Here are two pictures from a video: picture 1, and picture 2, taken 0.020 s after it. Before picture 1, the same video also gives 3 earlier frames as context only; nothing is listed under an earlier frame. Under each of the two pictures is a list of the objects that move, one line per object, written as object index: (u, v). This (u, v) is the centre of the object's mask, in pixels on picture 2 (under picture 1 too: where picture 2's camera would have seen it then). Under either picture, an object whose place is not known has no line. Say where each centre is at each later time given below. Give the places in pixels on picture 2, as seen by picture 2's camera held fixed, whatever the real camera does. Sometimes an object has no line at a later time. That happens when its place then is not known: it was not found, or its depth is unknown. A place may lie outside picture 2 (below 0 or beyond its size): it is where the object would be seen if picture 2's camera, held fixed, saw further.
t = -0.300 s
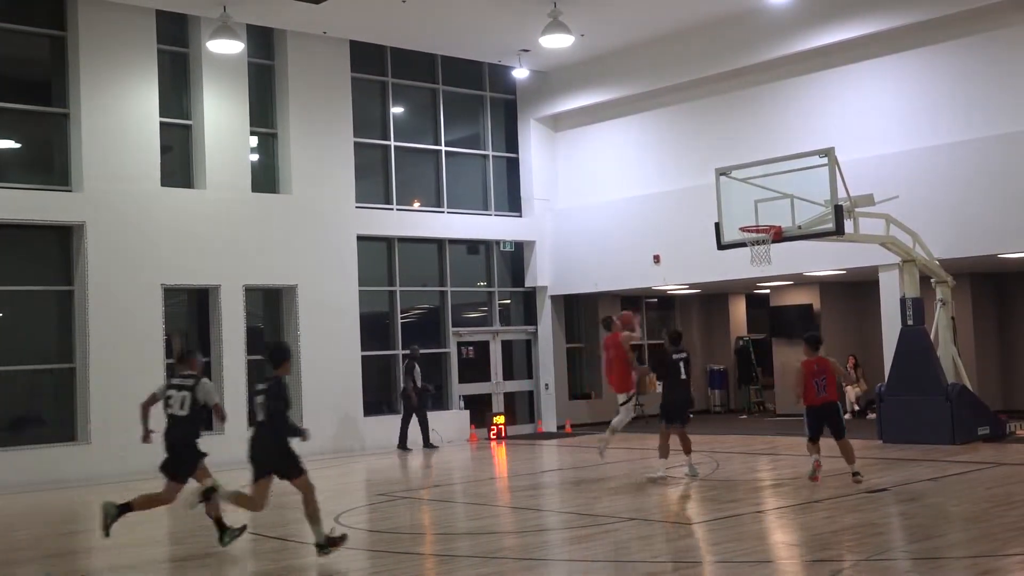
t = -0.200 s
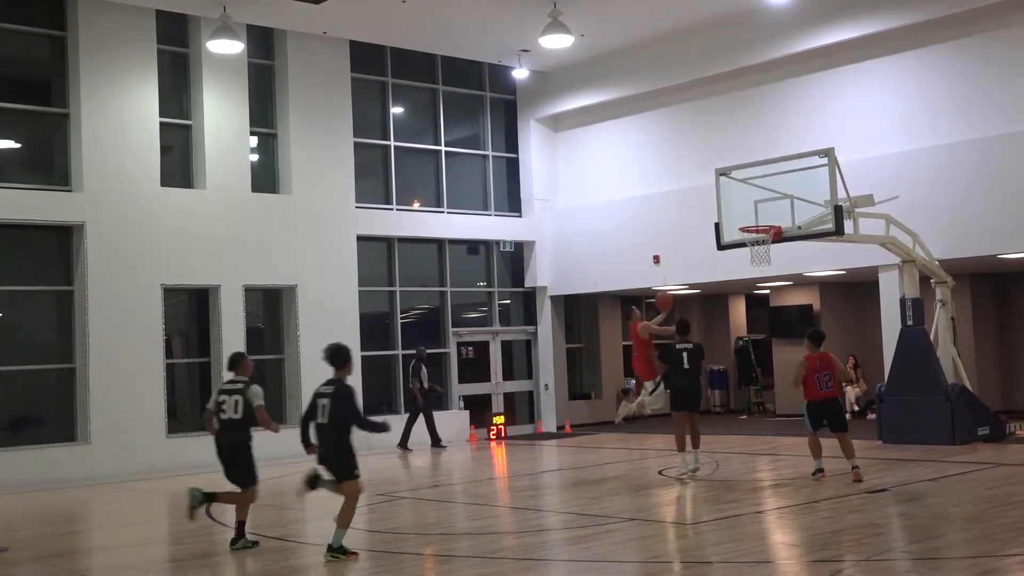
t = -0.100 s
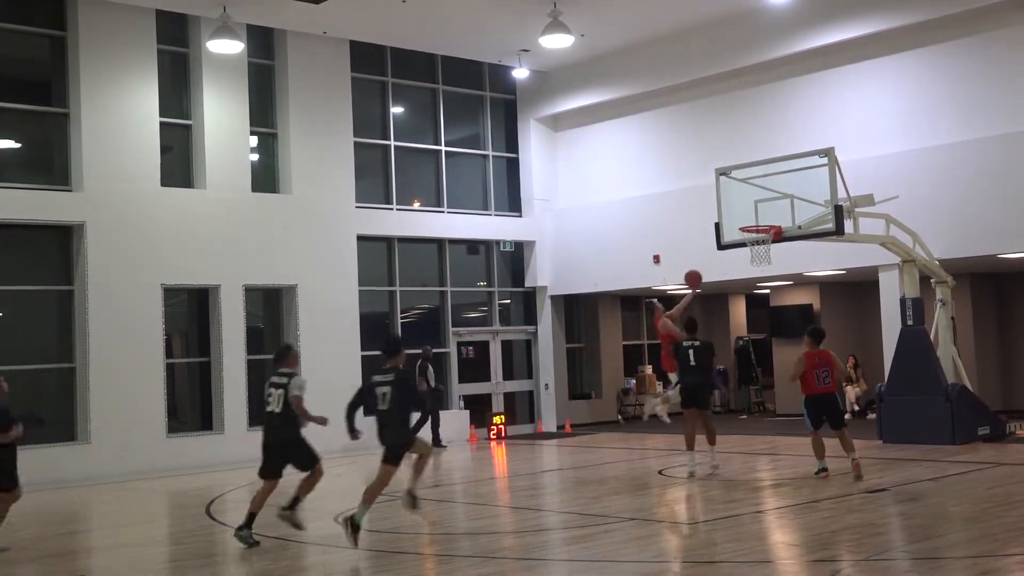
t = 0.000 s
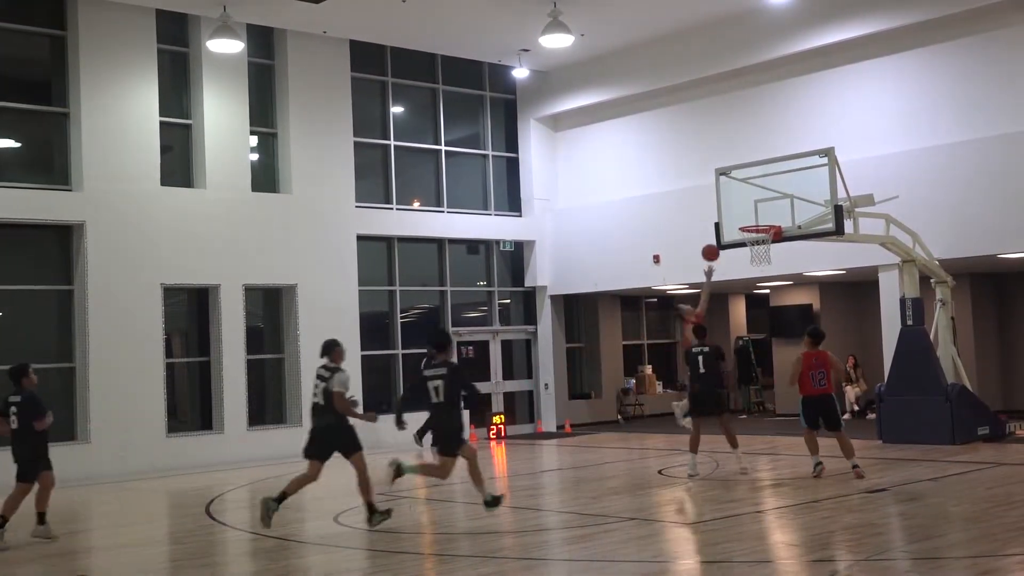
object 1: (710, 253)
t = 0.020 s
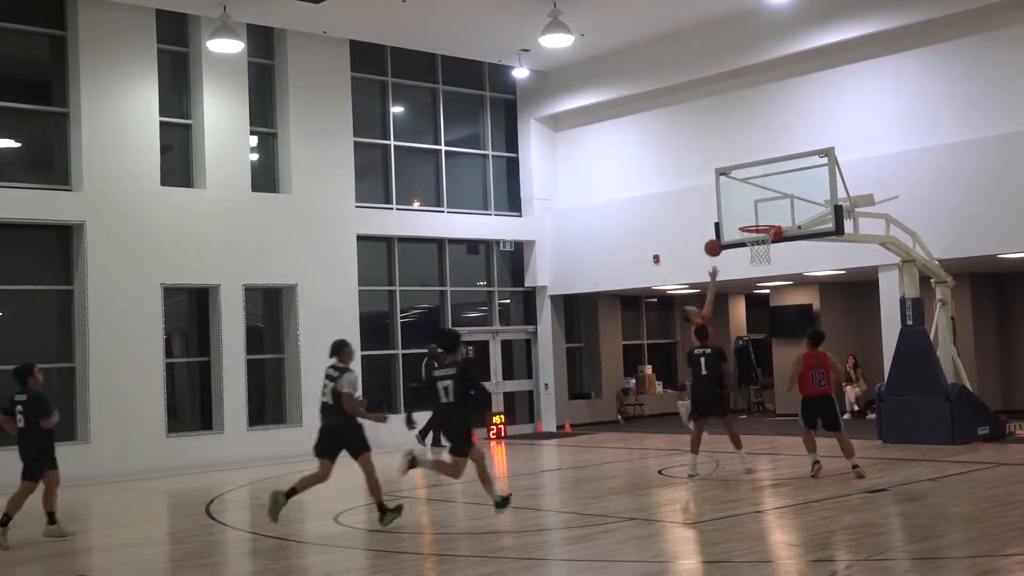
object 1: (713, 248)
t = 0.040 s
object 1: (716, 244)
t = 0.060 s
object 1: (719, 239)
